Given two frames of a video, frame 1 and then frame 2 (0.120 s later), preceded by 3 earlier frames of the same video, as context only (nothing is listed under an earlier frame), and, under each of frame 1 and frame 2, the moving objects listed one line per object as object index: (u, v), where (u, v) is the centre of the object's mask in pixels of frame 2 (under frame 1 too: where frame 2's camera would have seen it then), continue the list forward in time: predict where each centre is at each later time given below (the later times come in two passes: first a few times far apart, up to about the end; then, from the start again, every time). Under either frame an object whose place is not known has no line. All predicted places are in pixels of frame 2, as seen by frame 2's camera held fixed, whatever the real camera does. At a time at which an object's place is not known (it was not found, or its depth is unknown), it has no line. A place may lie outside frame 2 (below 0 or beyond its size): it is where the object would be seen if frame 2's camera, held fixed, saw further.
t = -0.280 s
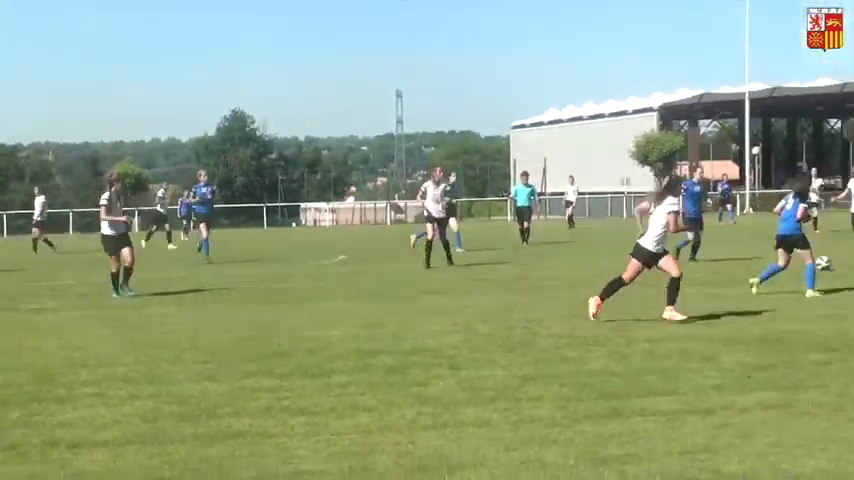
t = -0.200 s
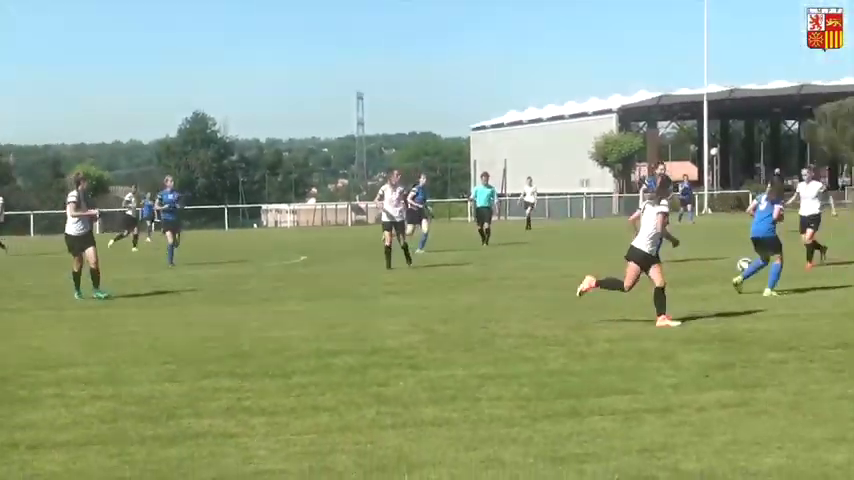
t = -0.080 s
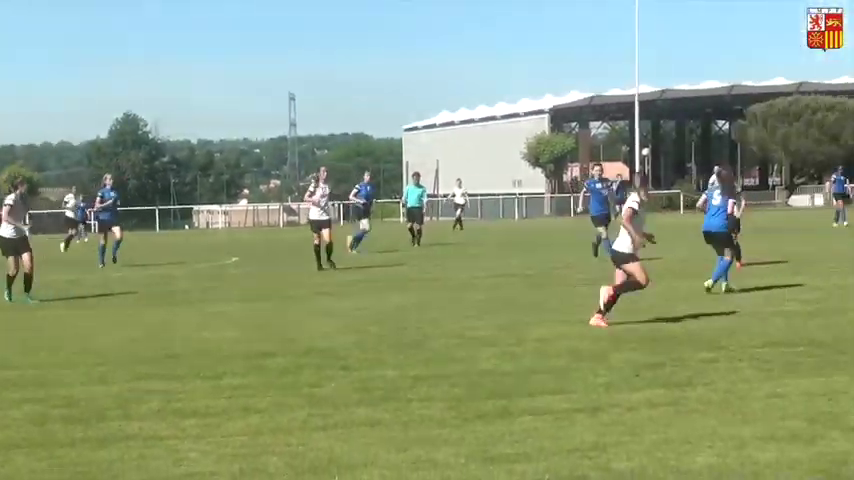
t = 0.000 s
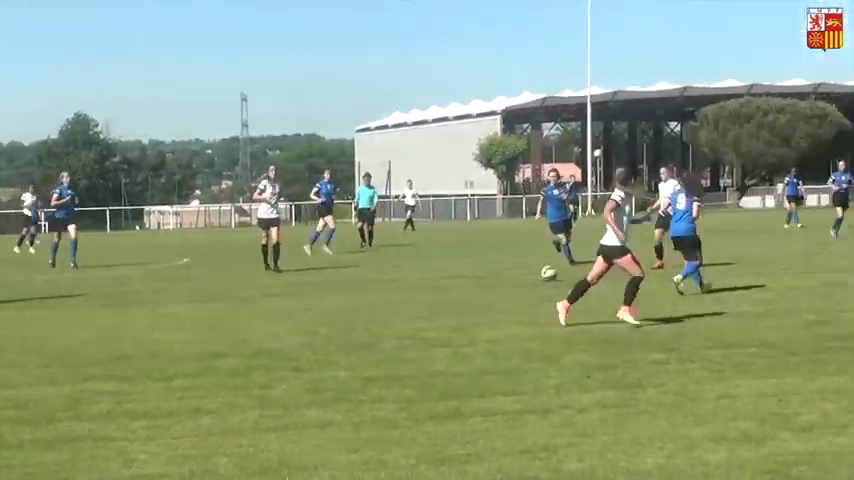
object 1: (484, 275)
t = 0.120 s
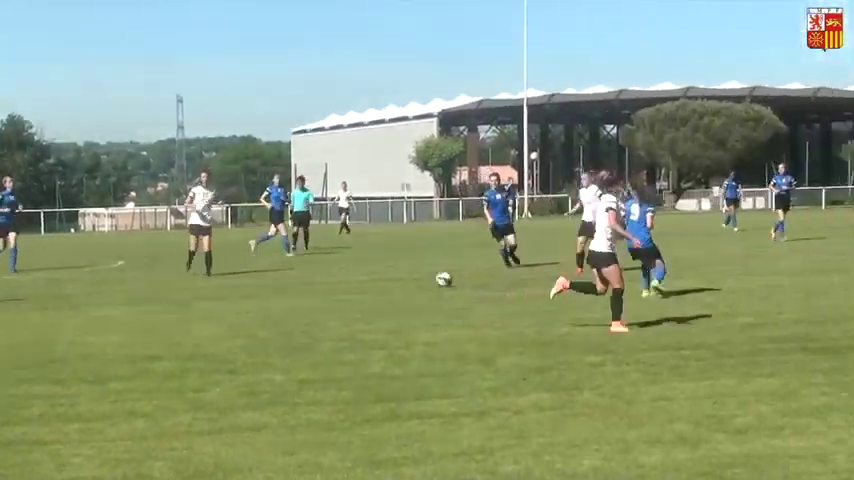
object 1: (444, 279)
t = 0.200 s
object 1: (418, 282)
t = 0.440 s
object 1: (342, 289)
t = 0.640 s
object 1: (282, 295)
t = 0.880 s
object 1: (210, 299)
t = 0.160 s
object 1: (431, 281)
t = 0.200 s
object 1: (418, 282)
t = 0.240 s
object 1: (405, 283)
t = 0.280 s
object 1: (392, 284)
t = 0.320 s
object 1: (379, 285)
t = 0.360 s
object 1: (366, 287)
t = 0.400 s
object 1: (354, 288)
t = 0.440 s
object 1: (342, 289)
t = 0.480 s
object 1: (330, 289)
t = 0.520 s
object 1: (317, 288)
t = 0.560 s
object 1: (305, 291)
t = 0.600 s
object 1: (293, 293)
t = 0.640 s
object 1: (282, 295)
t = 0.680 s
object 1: (270, 296)
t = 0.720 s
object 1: (258, 295)
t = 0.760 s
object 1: (246, 296)
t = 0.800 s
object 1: (234, 297)
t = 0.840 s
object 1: (221, 299)
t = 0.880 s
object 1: (210, 299)
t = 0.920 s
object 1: (199, 300)
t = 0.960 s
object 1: (188, 301)
